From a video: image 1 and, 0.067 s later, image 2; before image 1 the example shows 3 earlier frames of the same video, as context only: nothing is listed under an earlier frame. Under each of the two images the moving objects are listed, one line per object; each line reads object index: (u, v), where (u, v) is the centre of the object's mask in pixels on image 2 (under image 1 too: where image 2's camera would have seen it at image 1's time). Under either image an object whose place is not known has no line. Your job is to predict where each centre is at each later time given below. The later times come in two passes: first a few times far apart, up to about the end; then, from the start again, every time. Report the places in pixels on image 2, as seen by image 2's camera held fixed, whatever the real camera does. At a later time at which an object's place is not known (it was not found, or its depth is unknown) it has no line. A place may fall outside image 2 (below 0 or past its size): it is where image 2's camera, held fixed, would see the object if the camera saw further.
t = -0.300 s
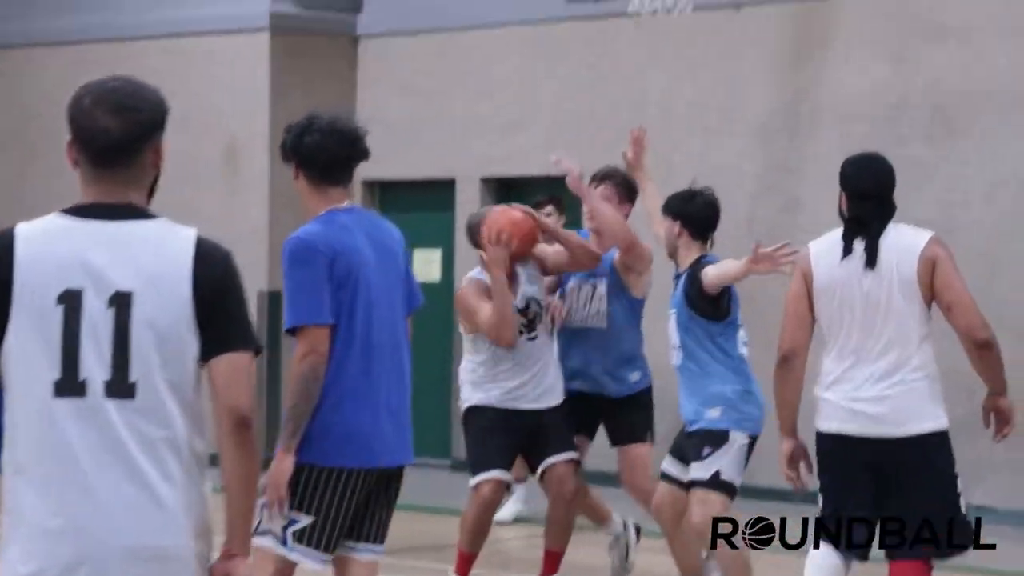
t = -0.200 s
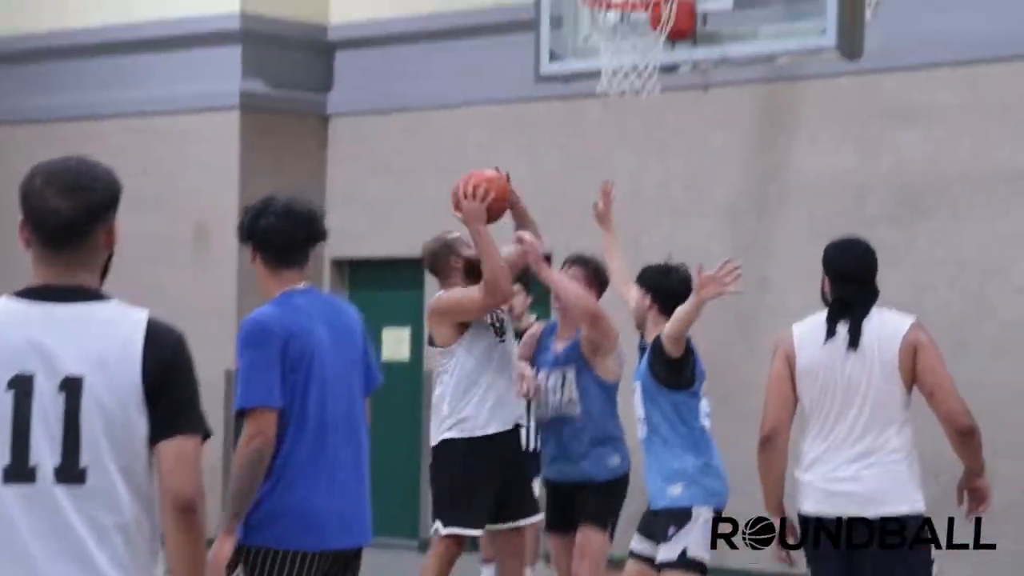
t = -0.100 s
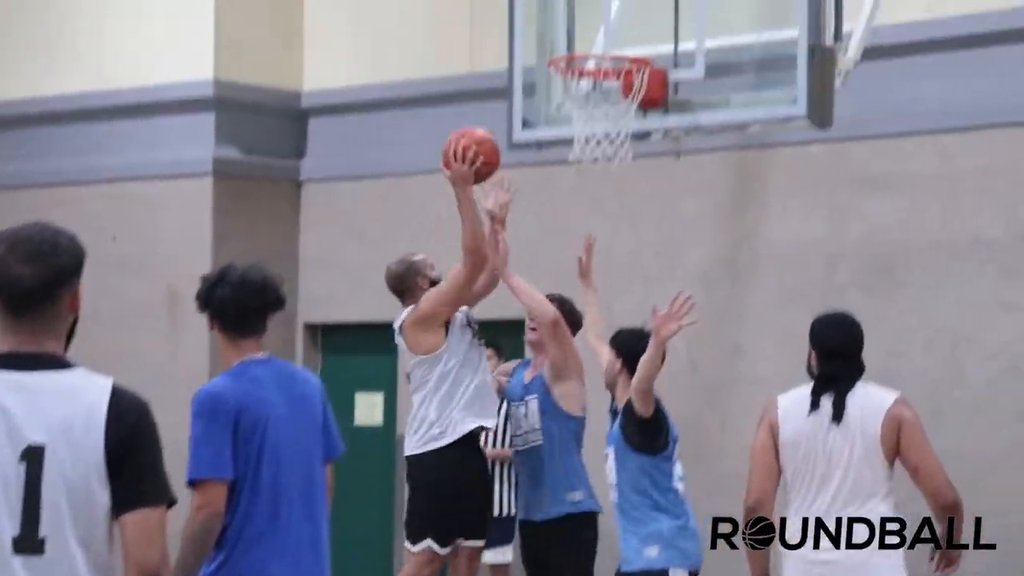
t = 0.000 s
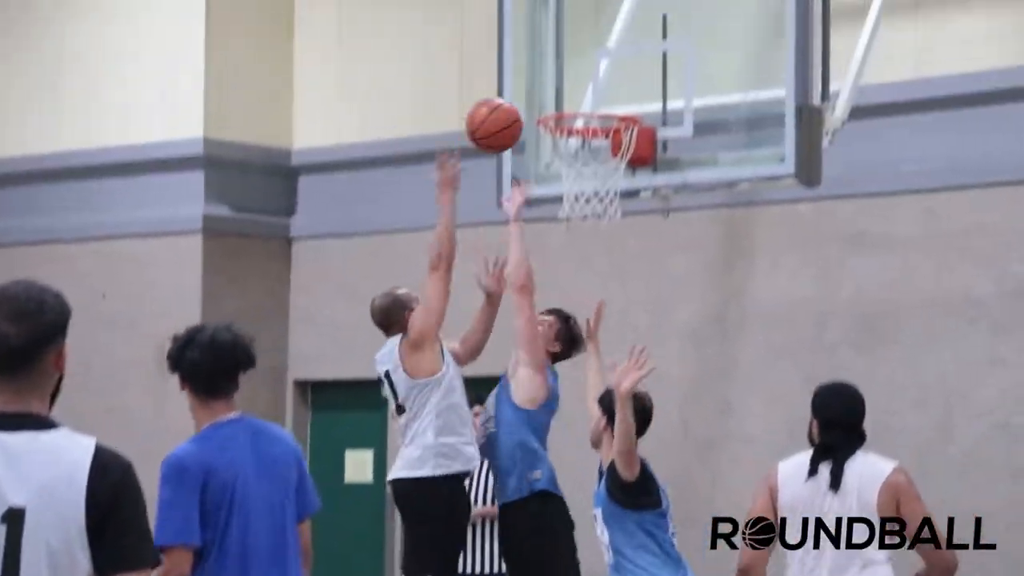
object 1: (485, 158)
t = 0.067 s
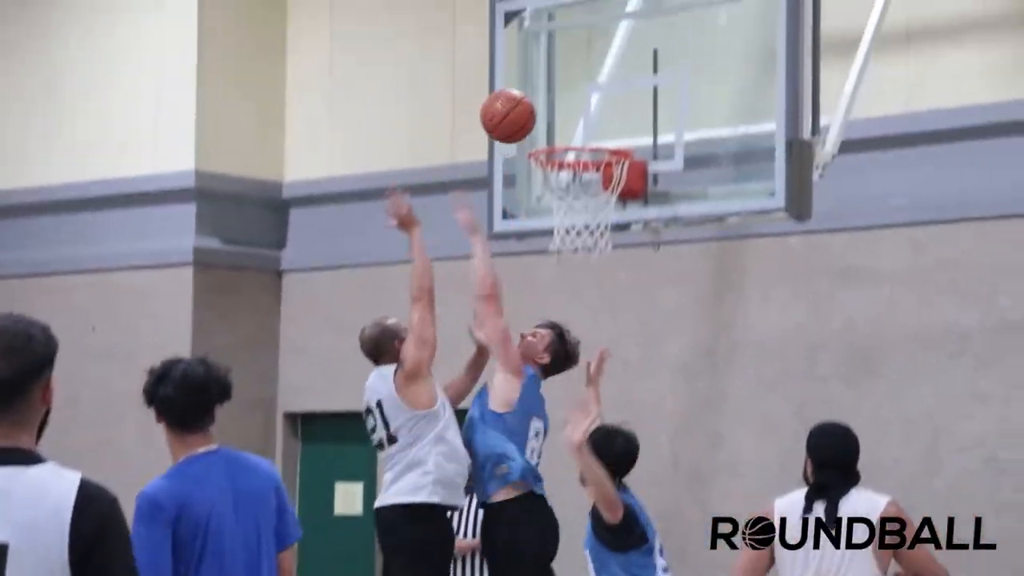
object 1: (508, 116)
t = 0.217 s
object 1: (557, 61)
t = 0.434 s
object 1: (621, 70)
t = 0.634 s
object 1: (609, 131)
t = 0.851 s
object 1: (554, 134)
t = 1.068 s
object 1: (580, 132)
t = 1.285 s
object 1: (589, 132)
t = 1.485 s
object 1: (589, 162)
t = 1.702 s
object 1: (589, 253)
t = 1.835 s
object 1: (580, 341)
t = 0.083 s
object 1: (513, 107)
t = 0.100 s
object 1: (519, 99)
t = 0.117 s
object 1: (525, 91)
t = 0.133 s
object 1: (530, 85)
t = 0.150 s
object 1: (536, 79)
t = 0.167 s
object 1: (541, 73)
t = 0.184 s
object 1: (547, 69)
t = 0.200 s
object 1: (552, 65)
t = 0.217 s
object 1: (557, 61)
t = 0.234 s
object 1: (562, 58)
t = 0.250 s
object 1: (567, 56)
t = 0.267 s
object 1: (572, 54)
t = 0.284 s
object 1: (577, 53)
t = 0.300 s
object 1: (582, 53)
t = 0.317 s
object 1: (587, 54)
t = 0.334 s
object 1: (592, 54)
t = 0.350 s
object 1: (597, 55)
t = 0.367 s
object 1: (602, 57)
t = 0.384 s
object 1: (607, 59)
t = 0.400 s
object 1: (612, 62)
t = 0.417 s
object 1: (616, 67)
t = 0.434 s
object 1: (621, 70)
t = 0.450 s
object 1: (626, 75)
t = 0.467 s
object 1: (631, 80)
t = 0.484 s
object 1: (635, 86)
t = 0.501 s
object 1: (640, 92)
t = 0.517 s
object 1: (644, 98)
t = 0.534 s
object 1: (641, 103)
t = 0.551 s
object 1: (636, 108)
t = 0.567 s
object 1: (631, 114)
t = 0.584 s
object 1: (626, 119)
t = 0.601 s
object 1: (621, 125)
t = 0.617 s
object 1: (616, 130)
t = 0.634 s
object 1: (609, 131)
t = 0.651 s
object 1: (601, 134)
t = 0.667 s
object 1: (594, 131)
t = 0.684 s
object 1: (586, 132)
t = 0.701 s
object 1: (578, 134)
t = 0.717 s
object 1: (569, 136)
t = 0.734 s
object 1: (566, 135)
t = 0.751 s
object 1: (564, 134)
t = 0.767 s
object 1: (563, 134)
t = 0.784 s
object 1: (561, 133)
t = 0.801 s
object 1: (559, 133)
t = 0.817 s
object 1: (558, 133)
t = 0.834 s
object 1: (556, 133)
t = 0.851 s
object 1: (554, 134)
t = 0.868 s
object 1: (555, 138)
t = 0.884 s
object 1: (557, 132)
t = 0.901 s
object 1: (559, 130)
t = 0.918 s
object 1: (561, 128)
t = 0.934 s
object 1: (563, 127)
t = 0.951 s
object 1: (565, 127)
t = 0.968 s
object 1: (567, 127)
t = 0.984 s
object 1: (569, 127)
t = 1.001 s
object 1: (571, 127)
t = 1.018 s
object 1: (574, 128)
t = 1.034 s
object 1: (575, 129)
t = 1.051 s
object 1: (577, 132)
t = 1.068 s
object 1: (580, 132)
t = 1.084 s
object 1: (581, 131)
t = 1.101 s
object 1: (581, 131)
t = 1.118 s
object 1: (582, 129)
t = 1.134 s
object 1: (583, 128)
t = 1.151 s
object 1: (584, 127)
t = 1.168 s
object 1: (584, 127)
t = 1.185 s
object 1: (585, 127)
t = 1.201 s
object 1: (586, 128)
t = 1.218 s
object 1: (587, 128)
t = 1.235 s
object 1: (588, 129)
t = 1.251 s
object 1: (588, 131)
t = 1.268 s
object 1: (589, 132)
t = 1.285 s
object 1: (589, 132)
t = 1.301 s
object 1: (590, 131)
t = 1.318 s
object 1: (590, 131)
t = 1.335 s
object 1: (591, 131)
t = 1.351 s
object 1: (591, 131)
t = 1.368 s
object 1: (592, 132)
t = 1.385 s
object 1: (592, 133)
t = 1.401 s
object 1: (593, 134)
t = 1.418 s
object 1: (593, 135)
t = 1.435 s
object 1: (592, 141)
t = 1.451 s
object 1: (591, 151)
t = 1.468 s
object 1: (590, 156)
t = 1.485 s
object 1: (589, 162)
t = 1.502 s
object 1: (586, 171)
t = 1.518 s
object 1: (587, 175)
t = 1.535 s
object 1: (587, 182)
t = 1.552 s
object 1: (595, 189)
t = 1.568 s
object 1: (595, 196)
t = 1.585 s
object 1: (595, 204)
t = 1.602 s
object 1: (596, 211)
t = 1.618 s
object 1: (595, 217)
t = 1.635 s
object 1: (593, 223)
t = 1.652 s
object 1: (593, 231)
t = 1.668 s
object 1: (591, 238)
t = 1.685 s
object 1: (590, 247)
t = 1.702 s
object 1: (589, 253)
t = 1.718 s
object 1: (588, 262)
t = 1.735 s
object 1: (587, 271)
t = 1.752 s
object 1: (586, 283)
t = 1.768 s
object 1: (585, 292)
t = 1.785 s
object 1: (583, 304)
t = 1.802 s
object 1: (582, 316)
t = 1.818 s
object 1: (581, 328)
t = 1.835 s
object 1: (580, 341)
